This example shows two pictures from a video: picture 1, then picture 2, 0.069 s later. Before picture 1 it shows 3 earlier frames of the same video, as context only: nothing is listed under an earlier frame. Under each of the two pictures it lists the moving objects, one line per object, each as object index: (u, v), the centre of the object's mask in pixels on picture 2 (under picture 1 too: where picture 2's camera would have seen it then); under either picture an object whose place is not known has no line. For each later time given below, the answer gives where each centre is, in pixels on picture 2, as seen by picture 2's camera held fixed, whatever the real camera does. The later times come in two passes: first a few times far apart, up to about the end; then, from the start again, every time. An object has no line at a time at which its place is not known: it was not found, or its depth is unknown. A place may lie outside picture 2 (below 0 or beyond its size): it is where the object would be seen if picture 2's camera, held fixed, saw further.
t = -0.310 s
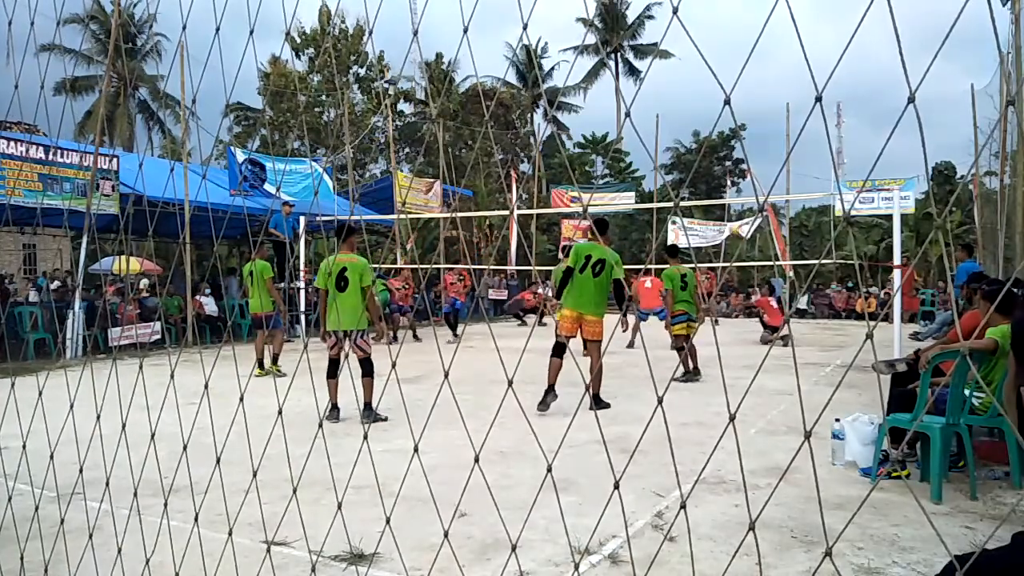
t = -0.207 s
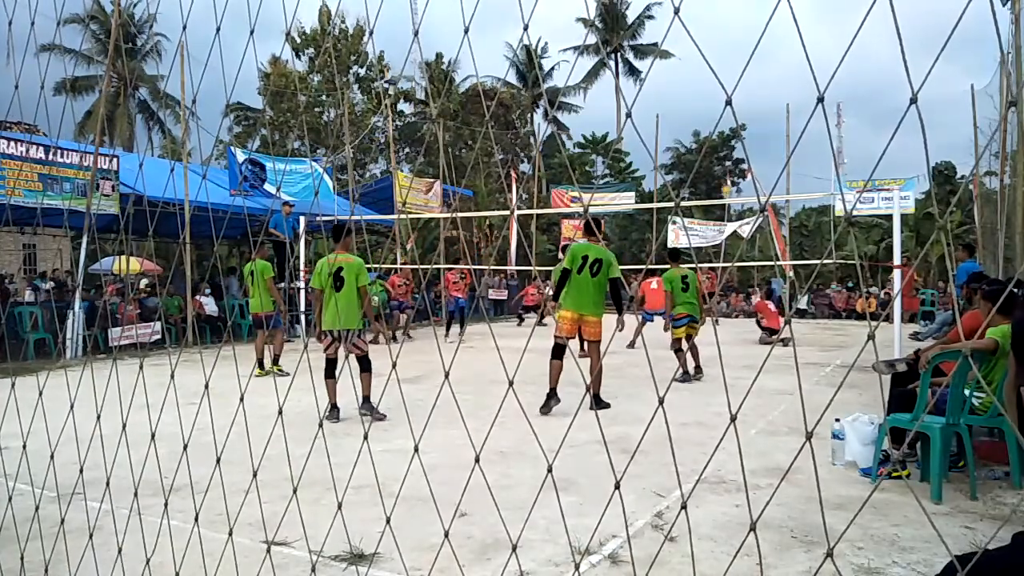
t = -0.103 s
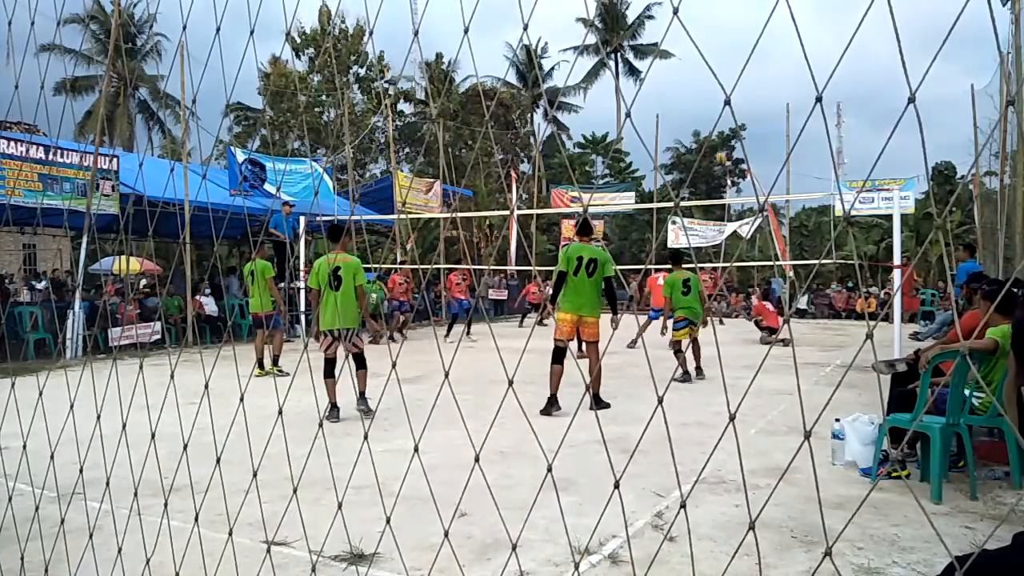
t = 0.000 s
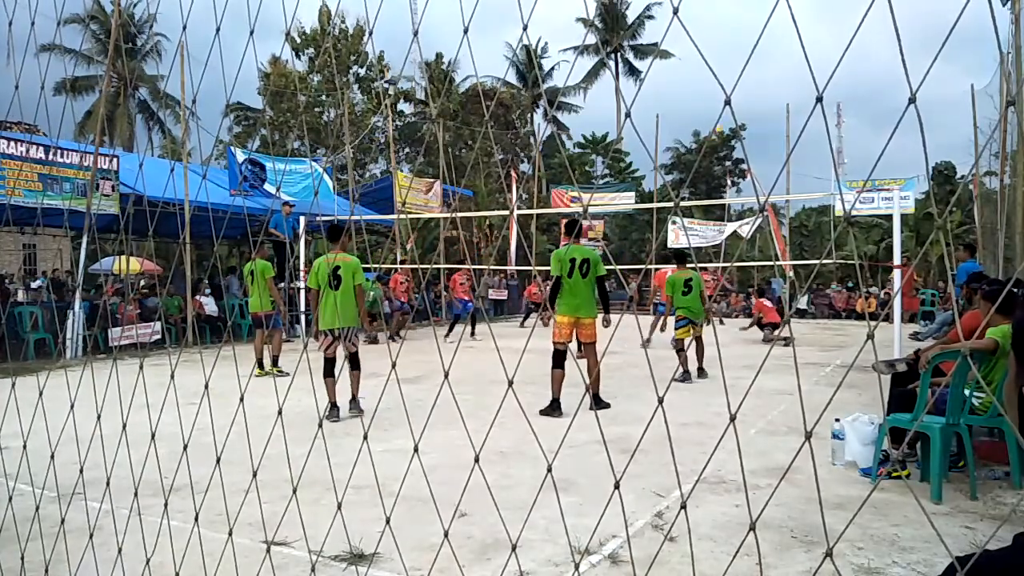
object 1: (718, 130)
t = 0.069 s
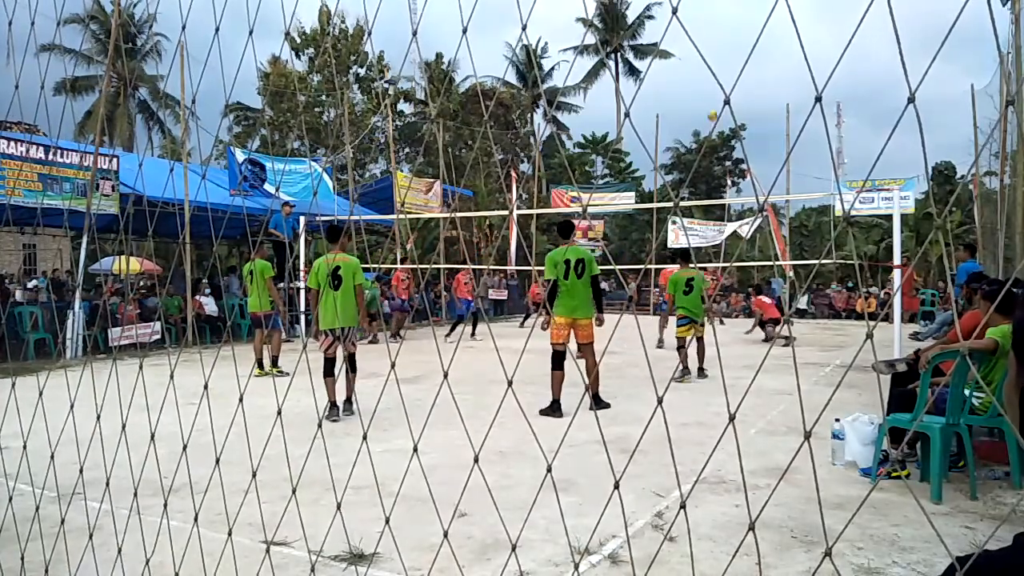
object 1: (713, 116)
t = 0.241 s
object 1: (705, 90)
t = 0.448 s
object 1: (698, 77)
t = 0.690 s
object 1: (689, 87)
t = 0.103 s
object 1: (711, 109)
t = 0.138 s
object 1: (709, 103)
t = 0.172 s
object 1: (708, 98)
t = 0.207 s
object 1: (707, 94)
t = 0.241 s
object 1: (705, 90)
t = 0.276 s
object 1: (704, 86)
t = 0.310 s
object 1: (703, 83)
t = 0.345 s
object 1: (702, 81)
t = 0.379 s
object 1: (700, 79)
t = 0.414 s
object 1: (699, 78)
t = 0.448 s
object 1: (698, 77)
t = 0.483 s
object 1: (696, 77)
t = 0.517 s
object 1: (695, 77)
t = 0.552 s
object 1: (694, 78)
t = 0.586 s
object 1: (693, 80)
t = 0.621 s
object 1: (692, 82)
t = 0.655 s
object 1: (691, 84)
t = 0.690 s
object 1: (689, 87)
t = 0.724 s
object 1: (688, 90)
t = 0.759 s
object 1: (687, 94)
